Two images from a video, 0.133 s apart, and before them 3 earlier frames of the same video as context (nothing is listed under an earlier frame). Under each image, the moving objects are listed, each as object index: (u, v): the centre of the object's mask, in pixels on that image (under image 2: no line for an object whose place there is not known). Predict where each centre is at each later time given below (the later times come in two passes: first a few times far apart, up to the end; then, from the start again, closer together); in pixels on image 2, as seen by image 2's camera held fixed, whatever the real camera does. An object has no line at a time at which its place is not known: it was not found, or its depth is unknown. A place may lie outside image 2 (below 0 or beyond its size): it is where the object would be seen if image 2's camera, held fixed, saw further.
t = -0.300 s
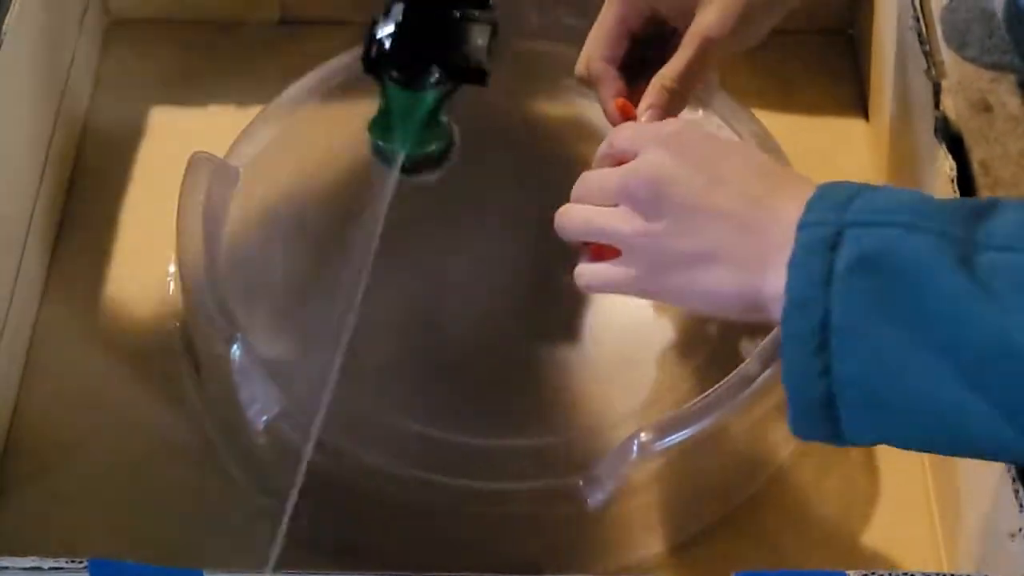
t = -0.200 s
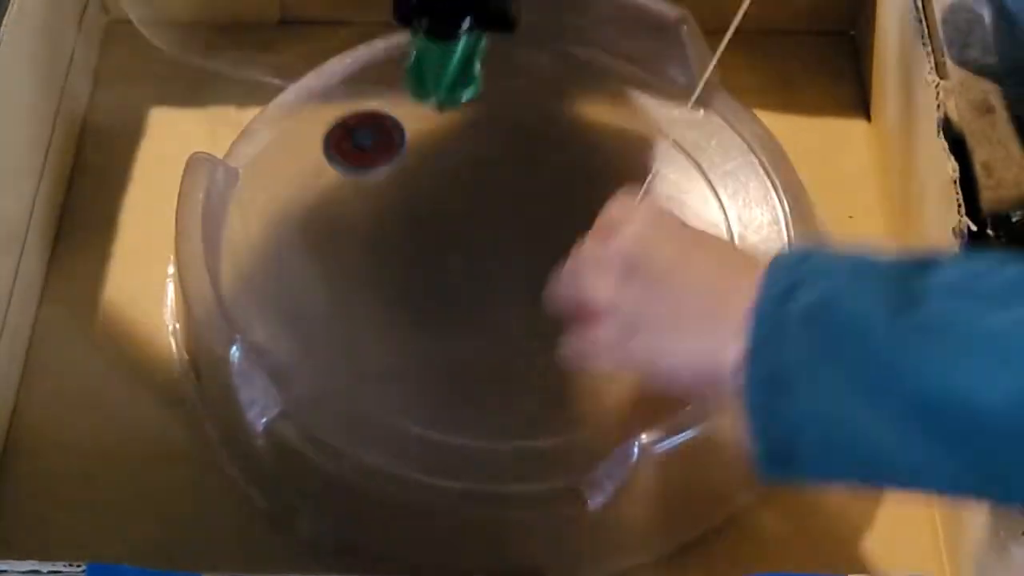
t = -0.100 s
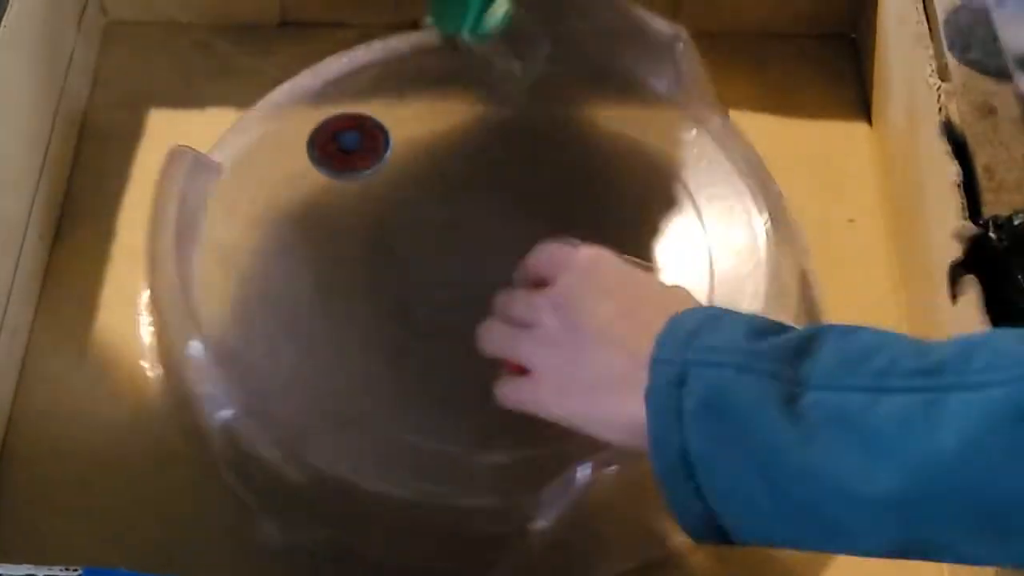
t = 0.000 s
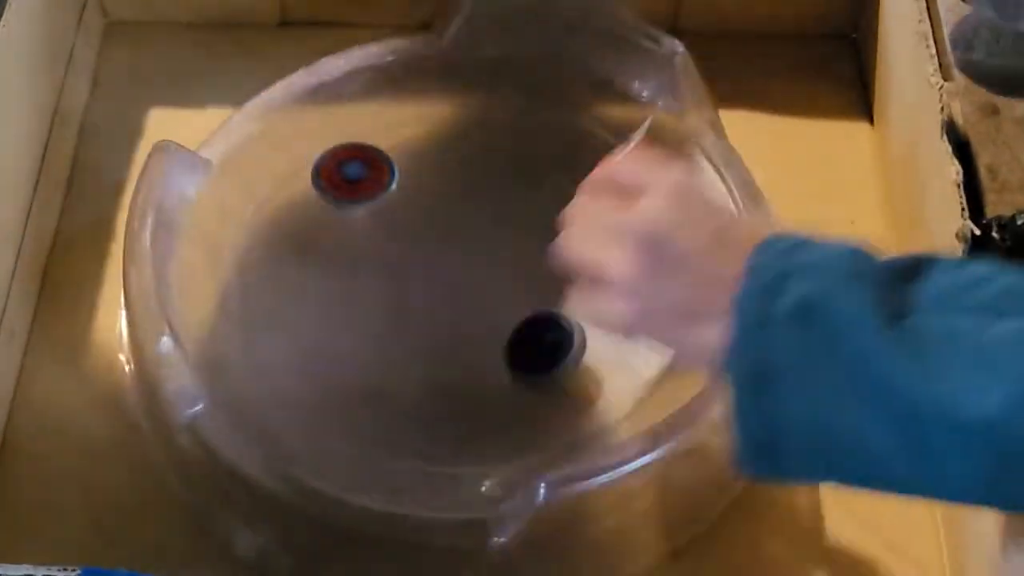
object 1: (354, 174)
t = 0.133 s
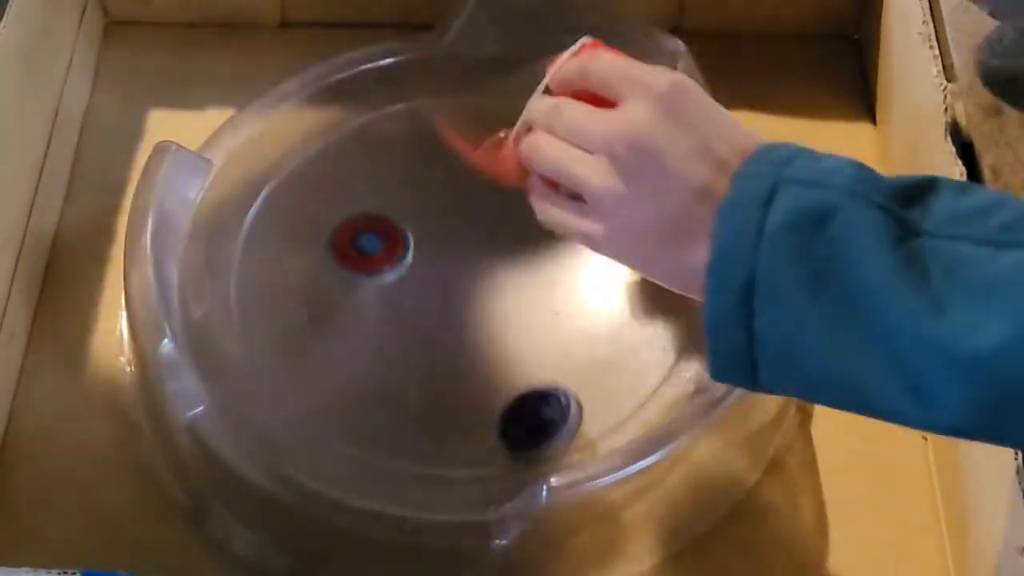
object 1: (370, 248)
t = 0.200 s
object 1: (383, 278)
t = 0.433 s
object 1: (480, 319)
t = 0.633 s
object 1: (553, 277)
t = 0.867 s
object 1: (527, 202)
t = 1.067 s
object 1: (442, 200)
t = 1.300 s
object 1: (401, 274)
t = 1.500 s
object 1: (458, 324)
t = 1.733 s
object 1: (544, 294)
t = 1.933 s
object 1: (531, 230)
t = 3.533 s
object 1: (397, 275)
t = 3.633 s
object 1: (427, 296)
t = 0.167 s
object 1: (376, 264)
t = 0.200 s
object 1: (383, 278)
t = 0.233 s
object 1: (391, 291)
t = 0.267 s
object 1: (400, 302)
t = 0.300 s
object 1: (414, 310)
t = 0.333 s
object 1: (430, 317)
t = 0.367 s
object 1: (449, 320)
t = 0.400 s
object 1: (465, 320)
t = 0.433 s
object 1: (480, 319)
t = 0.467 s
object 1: (495, 316)
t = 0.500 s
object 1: (509, 312)
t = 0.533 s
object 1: (523, 306)
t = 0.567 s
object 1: (537, 298)
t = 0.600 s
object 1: (546, 288)
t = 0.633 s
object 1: (553, 277)
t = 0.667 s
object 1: (557, 265)
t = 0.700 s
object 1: (559, 252)
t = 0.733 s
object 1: (558, 240)
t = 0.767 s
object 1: (554, 229)
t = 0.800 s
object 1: (547, 218)
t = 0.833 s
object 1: (538, 209)
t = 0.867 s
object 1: (527, 202)
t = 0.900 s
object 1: (514, 196)
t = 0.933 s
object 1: (499, 192)
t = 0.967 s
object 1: (485, 190)
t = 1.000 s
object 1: (470, 191)
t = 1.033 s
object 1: (455, 195)
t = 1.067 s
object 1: (442, 200)
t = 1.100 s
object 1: (430, 208)
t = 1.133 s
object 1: (419, 217)
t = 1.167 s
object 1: (411, 227)
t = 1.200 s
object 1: (405, 238)
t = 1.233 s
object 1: (401, 250)
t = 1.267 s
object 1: (400, 262)
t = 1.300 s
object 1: (401, 274)
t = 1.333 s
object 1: (406, 285)
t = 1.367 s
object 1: (412, 296)
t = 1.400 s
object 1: (421, 306)
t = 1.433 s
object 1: (431, 314)
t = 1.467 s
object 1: (444, 320)
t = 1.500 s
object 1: (458, 324)
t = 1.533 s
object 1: (473, 326)
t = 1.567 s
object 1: (488, 326)
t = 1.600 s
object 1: (502, 324)
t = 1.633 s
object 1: (515, 319)
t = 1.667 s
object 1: (527, 312)
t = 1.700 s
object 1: (537, 304)
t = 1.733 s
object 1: (544, 294)
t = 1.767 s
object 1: (548, 283)
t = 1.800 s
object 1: (551, 272)
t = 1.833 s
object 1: (550, 260)
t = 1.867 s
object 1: (546, 249)
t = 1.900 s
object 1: (539, 239)
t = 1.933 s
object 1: (531, 230)
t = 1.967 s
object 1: (520, 223)
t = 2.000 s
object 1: (507, 217)
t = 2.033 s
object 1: (494, 212)
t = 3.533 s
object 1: (397, 275)
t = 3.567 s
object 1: (406, 284)
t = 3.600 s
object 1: (416, 291)
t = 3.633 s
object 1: (427, 296)
